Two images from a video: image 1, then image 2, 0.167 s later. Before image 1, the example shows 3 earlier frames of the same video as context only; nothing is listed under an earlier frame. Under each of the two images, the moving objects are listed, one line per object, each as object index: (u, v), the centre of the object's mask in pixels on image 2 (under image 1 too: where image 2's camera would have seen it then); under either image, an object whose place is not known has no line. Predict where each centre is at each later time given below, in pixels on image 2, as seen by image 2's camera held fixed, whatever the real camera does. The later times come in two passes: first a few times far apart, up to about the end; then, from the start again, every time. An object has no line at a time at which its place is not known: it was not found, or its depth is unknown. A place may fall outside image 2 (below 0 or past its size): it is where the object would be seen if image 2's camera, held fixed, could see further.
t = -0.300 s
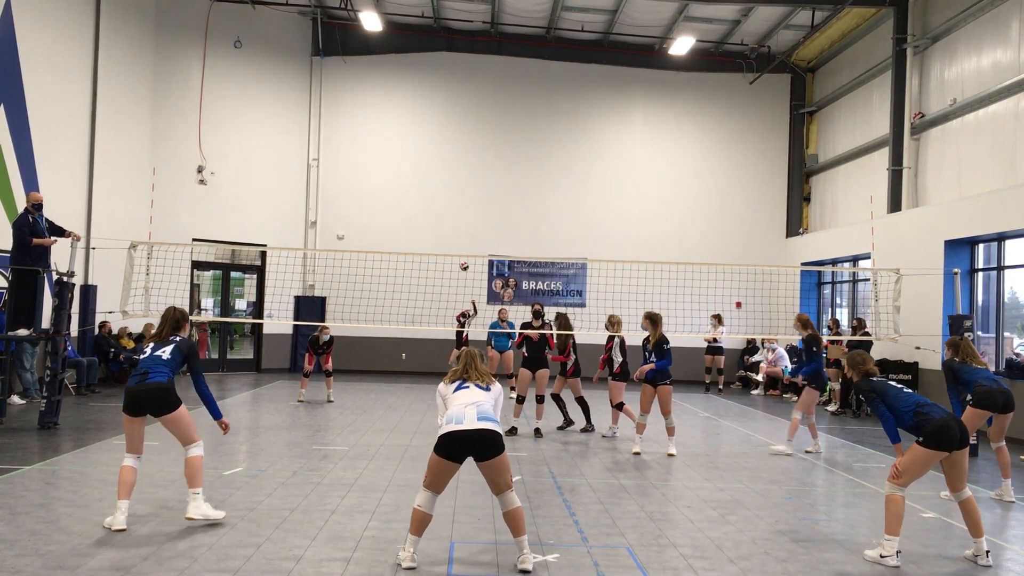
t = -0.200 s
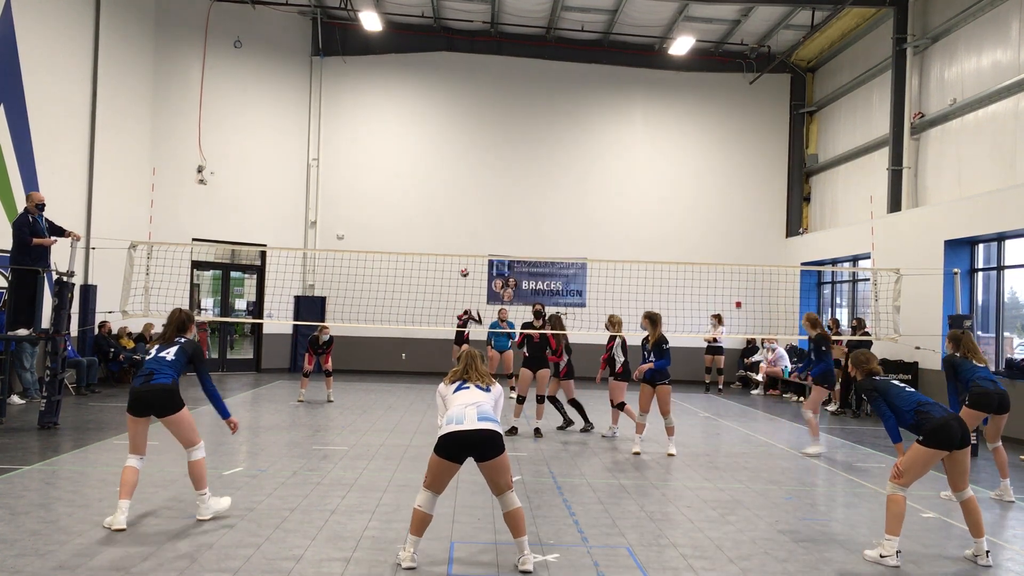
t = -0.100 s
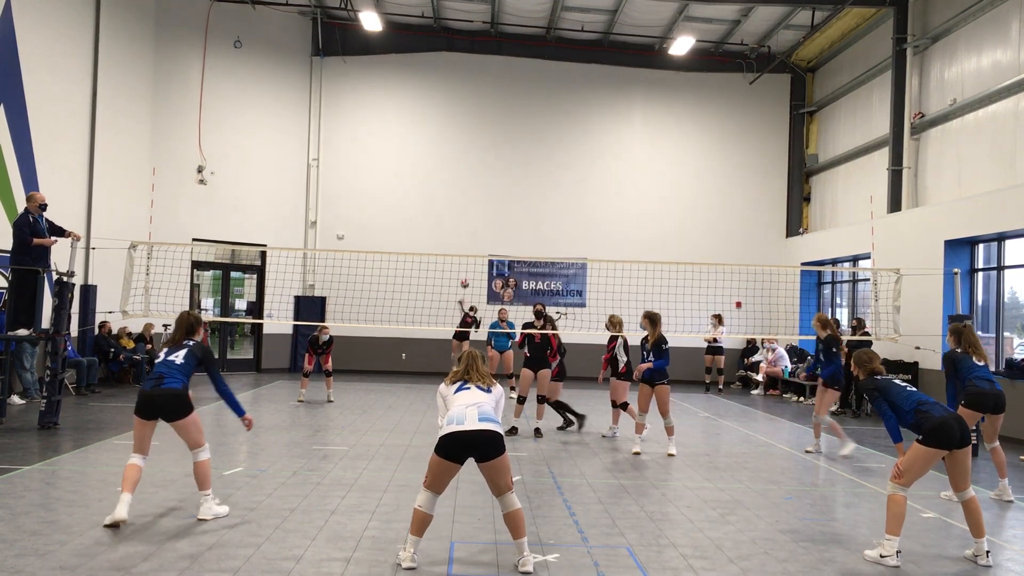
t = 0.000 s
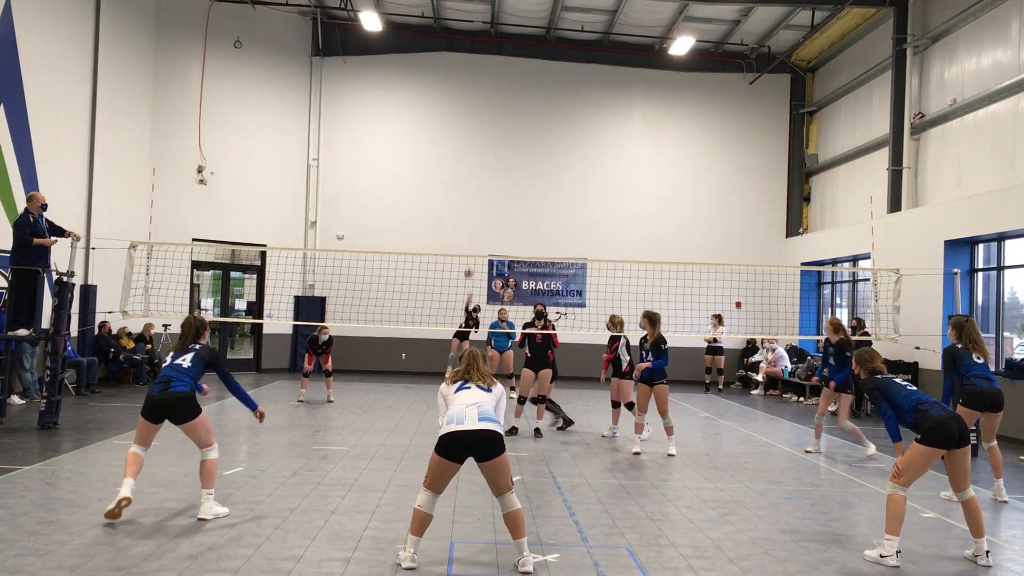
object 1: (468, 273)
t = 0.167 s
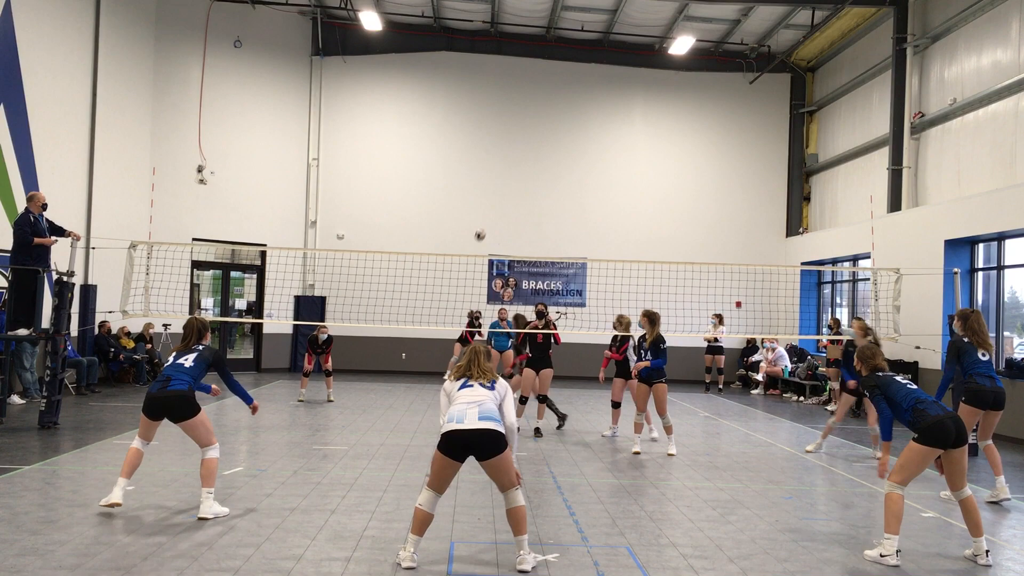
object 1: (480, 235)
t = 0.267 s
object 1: (487, 216)
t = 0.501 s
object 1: (501, 183)
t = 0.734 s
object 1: (514, 180)
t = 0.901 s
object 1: (529, 206)
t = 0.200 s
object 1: (482, 228)
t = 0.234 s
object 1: (484, 221)
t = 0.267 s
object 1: (487, 216)
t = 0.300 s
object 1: (489, 209)
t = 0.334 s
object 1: (492, 204)
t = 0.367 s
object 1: (494, 199)
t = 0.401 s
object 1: (495, 194)
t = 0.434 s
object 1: (497, 191)
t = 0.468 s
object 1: (499, 187)
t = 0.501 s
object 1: (501, 183)
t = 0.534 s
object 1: (502, 181)
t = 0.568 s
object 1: (504, 180)
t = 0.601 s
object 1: (506, 179)
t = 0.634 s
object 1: (508, 178)
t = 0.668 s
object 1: (510, 178)
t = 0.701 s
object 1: (512, 179)
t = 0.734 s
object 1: (514, 180)
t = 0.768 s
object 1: (516, 183)
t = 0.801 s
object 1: (519, 186)
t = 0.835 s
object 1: (522, 191)
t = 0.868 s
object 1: (526, 198)
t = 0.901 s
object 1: (529, 206)
